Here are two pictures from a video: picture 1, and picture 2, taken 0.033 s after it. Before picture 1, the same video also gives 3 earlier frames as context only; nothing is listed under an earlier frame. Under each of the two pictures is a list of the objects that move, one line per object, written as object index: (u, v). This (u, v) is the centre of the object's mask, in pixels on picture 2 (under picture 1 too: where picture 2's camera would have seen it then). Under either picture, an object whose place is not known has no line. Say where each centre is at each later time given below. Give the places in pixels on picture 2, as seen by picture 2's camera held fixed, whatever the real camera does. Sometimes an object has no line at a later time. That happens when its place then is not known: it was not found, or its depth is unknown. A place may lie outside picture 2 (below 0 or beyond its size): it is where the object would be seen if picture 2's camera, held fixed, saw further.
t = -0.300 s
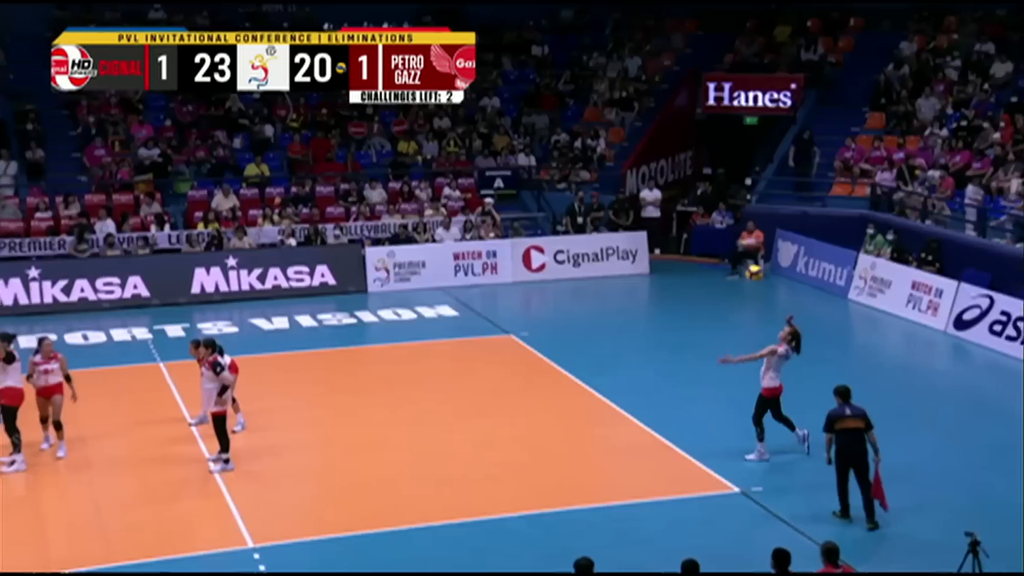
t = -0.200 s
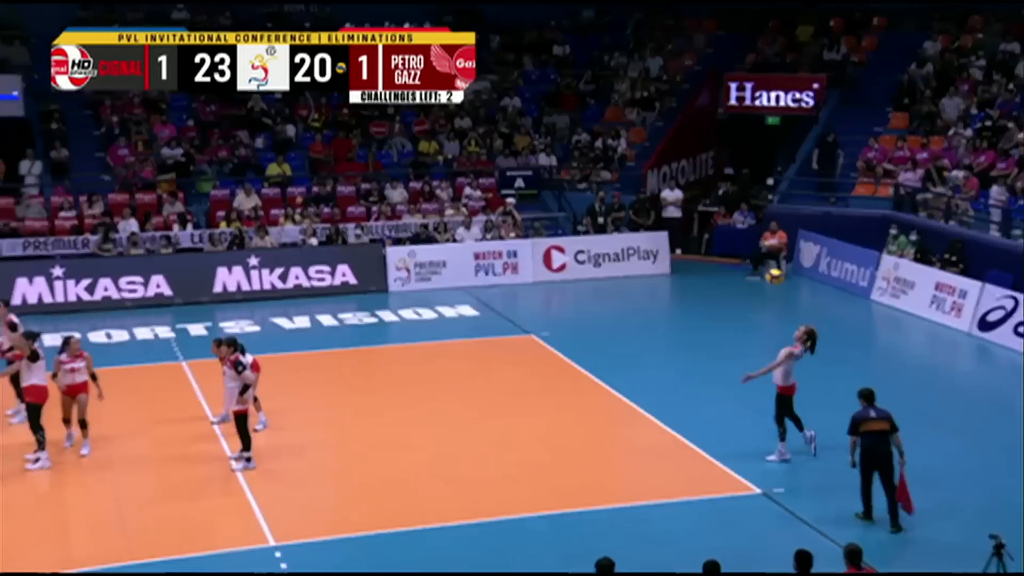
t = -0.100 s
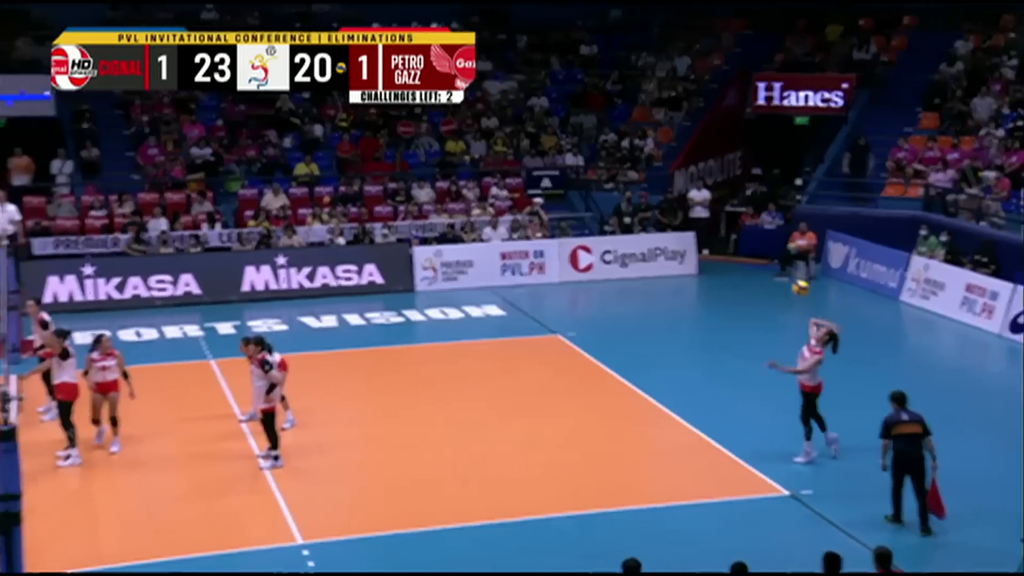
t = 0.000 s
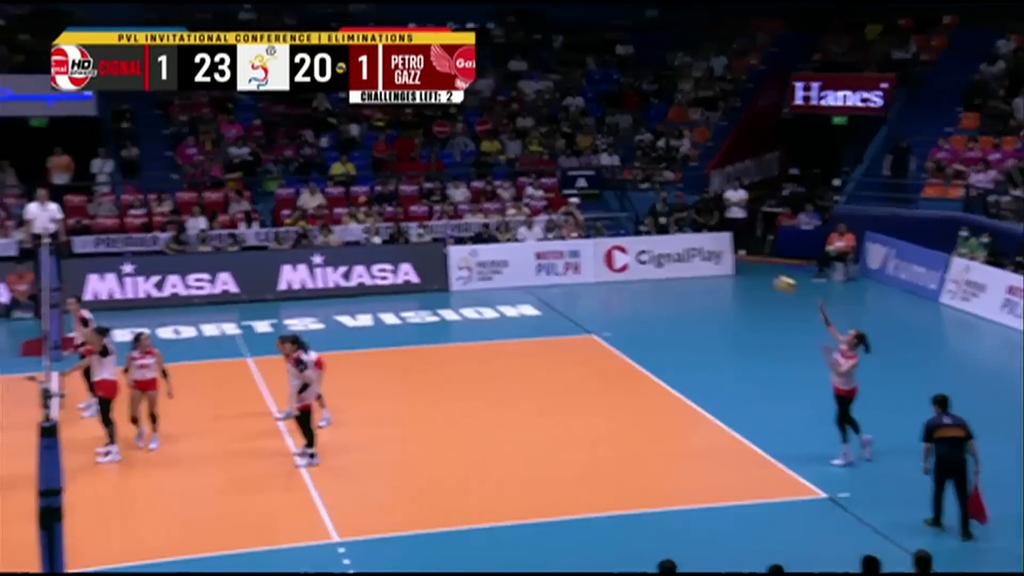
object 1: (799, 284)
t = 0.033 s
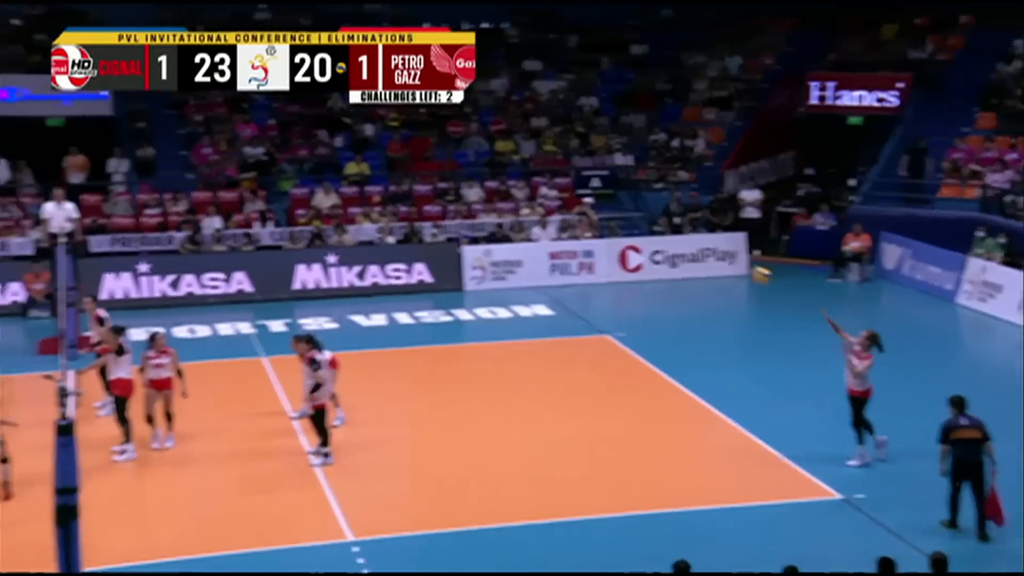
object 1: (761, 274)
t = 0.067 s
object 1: (723, 265)
